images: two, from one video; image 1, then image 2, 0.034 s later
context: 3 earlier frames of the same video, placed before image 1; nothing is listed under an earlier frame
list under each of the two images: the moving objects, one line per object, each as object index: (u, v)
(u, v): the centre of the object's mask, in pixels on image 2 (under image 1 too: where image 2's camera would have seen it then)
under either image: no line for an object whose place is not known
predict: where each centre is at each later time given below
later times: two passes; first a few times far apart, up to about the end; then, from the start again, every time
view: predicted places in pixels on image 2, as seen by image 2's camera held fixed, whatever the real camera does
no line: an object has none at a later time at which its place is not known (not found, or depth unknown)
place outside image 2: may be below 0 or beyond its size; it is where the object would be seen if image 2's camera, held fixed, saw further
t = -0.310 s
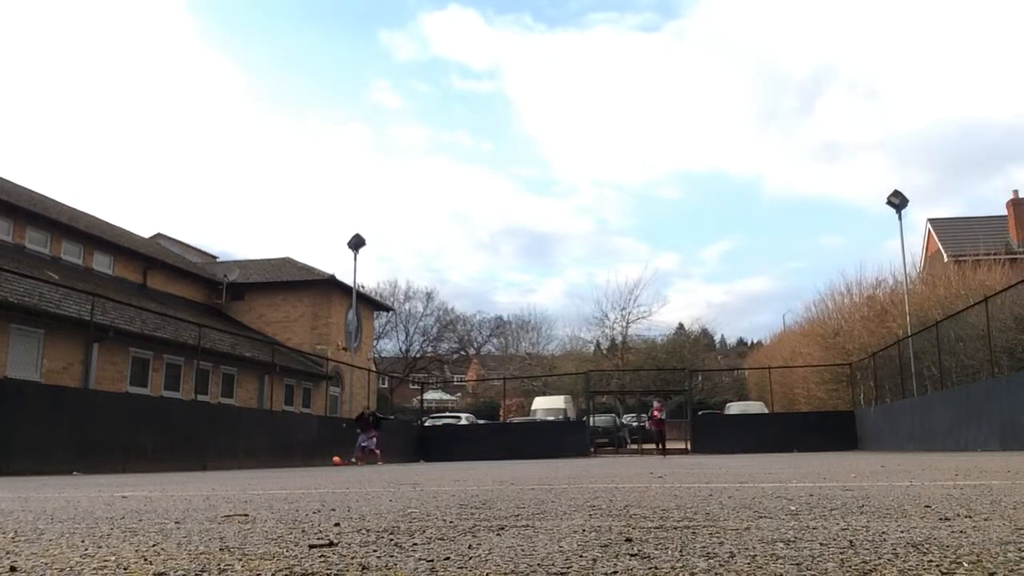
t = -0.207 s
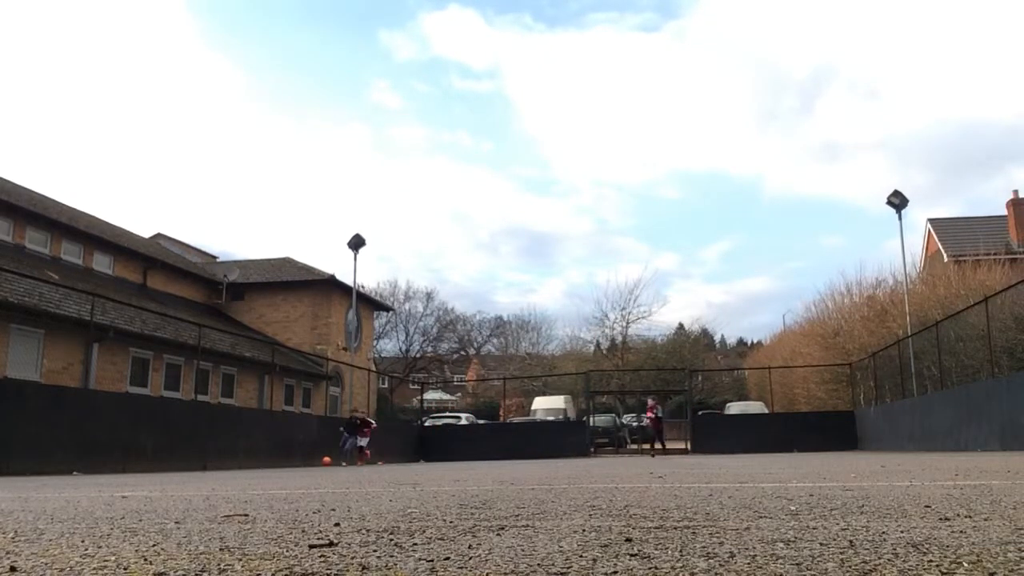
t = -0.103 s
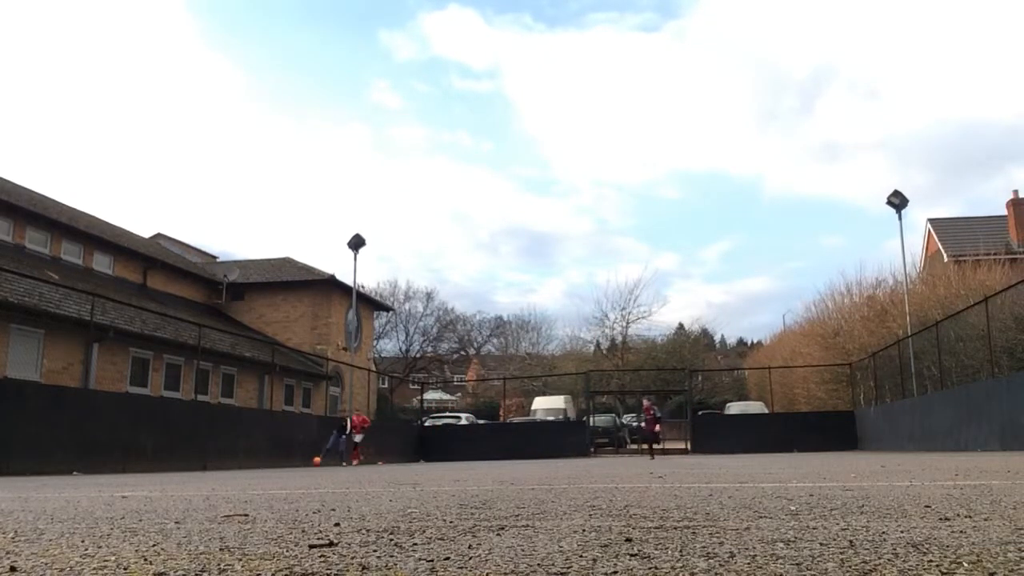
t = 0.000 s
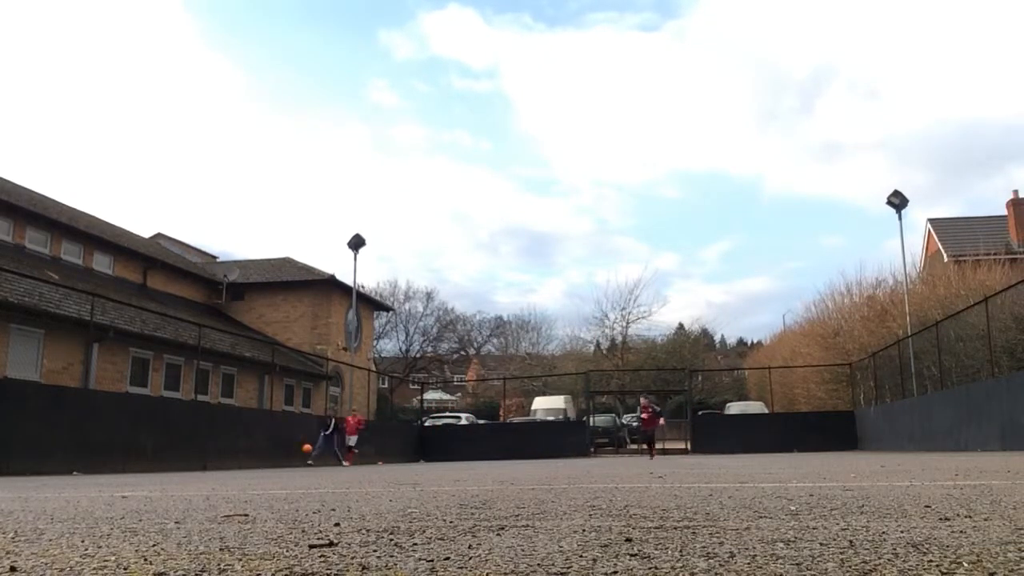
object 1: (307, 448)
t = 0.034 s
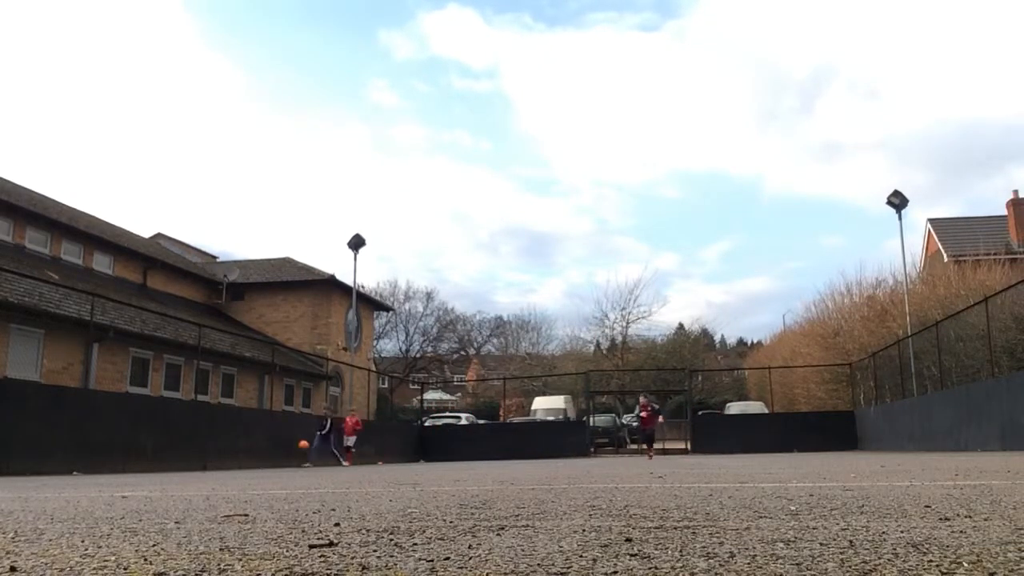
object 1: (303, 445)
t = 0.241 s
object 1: (279, 429)
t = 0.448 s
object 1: (242, 431)
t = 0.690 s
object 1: (191, 457)
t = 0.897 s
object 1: (130, 427)
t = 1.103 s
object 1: (16, 449)
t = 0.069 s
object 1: (300, 442)
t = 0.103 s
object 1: (296, 439)
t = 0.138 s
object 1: (292, 436)
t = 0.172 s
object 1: (288, 433)
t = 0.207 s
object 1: (283, 430)
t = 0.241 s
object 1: (279, 429)
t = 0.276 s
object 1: (269, 427)
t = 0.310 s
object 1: (265, 426)
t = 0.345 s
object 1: (259, 426)
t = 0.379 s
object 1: (254, 426)
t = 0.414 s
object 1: (248, 428)
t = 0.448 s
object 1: (242, 431)
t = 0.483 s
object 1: (235, 434)
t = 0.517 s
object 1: (229, 438)
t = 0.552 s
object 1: (222, 444)
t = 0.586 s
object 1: (214, 451)
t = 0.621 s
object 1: (206, 460)
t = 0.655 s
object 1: (198, 464)
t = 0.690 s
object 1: (191, 457)
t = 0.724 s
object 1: (183, 450)
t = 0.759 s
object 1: (174, 443)
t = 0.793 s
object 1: (165, 438)
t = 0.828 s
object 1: (154, 433)
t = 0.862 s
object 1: (143, 430)
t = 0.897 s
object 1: (130, 427)
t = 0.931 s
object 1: (116, 426)
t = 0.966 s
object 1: (100, 426)
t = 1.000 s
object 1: (82, 429)
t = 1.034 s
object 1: (62, 434)
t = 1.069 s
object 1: (39, 442)
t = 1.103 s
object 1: (16, 449)
